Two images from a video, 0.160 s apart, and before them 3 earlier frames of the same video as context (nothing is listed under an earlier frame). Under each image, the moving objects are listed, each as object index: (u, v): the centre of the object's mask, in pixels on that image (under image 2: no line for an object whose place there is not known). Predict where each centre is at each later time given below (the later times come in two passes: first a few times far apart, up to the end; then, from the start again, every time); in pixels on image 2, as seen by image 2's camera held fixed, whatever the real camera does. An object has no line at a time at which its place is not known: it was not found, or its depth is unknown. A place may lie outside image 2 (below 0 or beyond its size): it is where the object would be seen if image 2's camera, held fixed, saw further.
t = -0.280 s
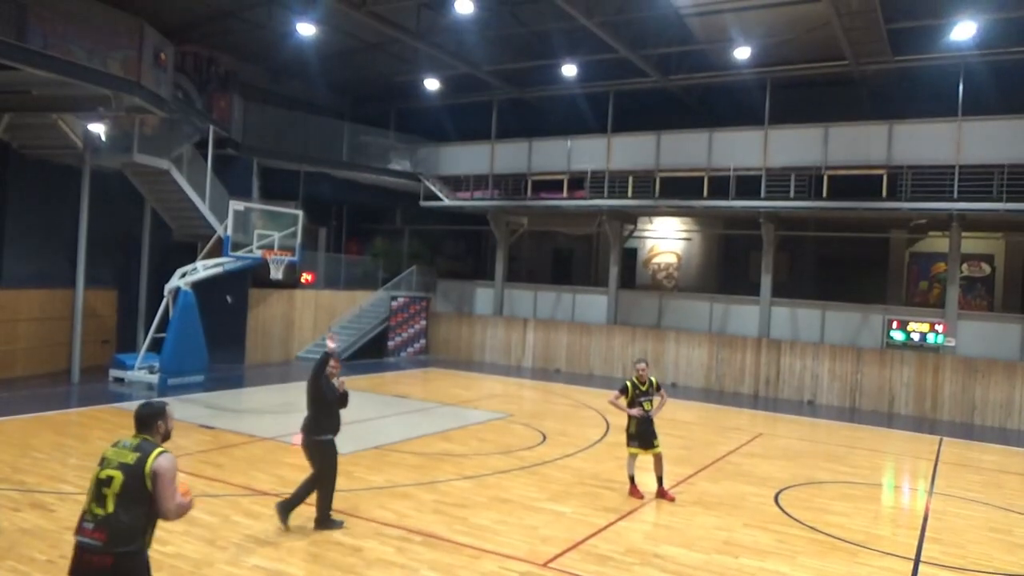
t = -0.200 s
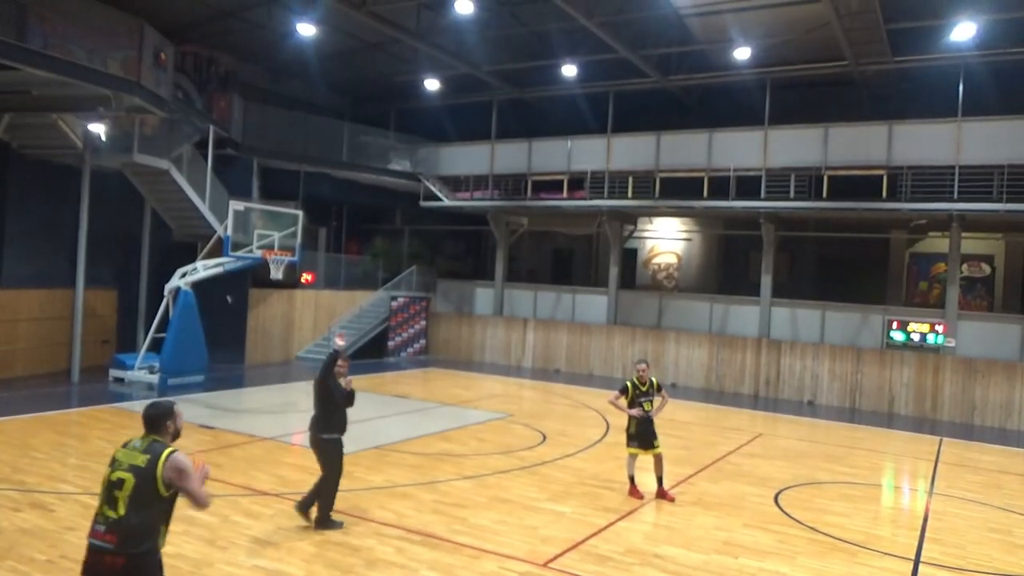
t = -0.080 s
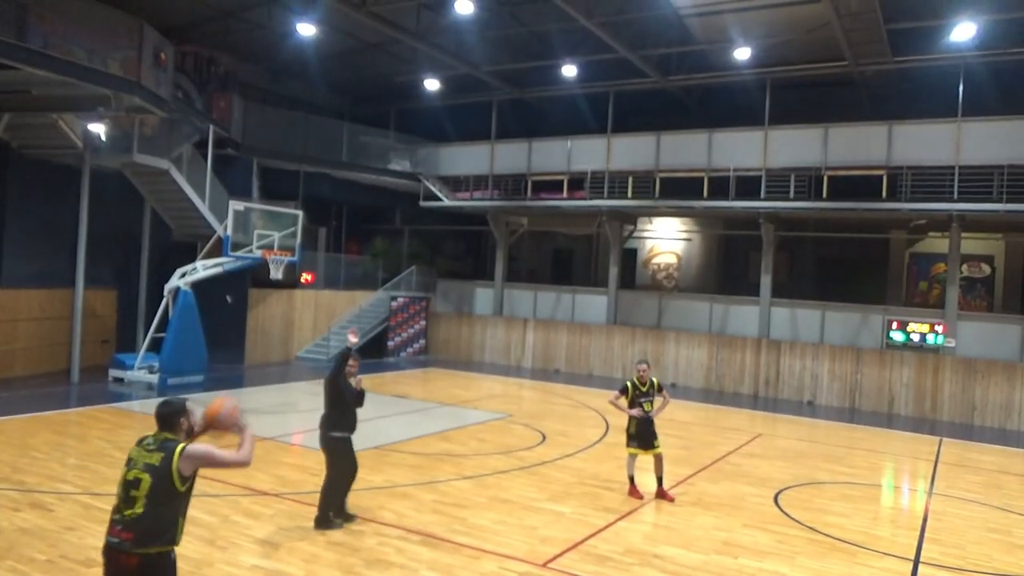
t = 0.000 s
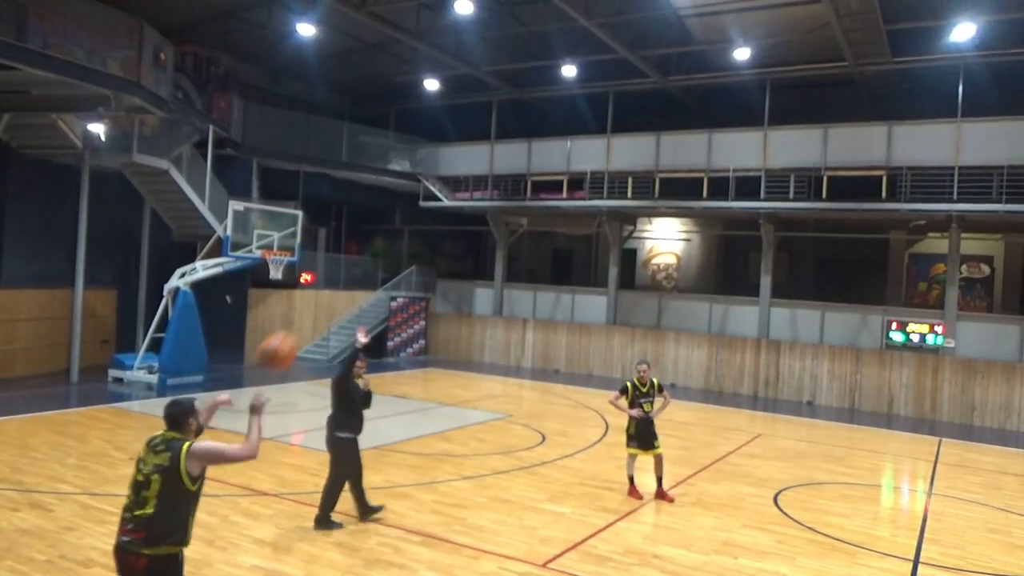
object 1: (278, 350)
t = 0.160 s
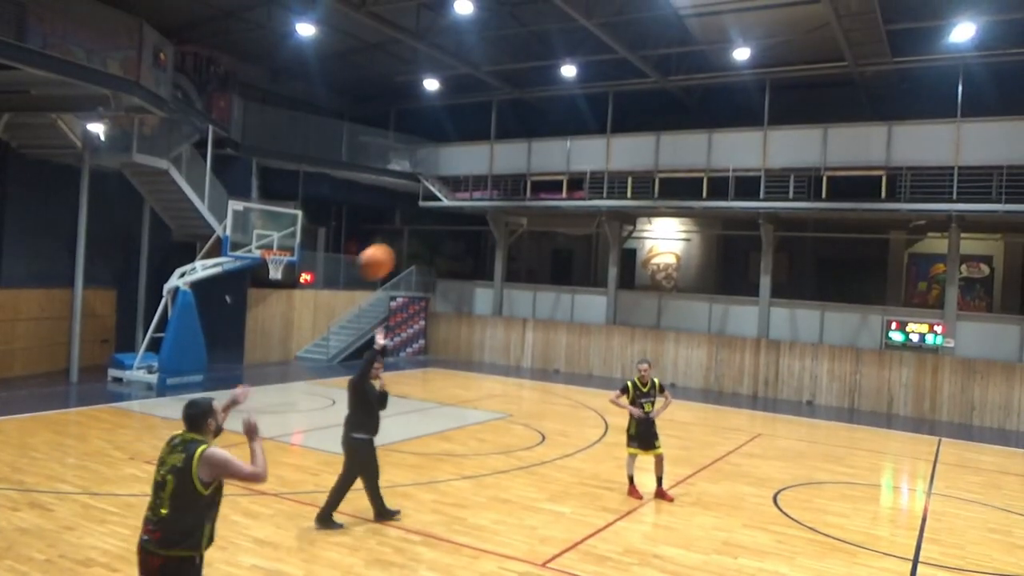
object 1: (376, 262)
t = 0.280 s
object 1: (435, 226)
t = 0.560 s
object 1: (544, 218)
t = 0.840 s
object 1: (622, 281)
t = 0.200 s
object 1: (397, 247)
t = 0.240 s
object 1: (416, 235)
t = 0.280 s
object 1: (435, 226)
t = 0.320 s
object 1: (453, 220)
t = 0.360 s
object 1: (470, 215)
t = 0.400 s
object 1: (486, 212)
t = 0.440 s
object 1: (501, 211)
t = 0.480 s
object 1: (516, 211)
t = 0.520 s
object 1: (530, 214)
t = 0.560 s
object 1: (544, 218)
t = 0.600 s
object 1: (557, 223)
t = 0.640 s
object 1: (569, 230)
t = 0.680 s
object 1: (580, 238)
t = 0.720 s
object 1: (591, 247)
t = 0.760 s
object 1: (601, 257)
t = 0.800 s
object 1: (612, 269)
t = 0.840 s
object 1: (622, 281)
